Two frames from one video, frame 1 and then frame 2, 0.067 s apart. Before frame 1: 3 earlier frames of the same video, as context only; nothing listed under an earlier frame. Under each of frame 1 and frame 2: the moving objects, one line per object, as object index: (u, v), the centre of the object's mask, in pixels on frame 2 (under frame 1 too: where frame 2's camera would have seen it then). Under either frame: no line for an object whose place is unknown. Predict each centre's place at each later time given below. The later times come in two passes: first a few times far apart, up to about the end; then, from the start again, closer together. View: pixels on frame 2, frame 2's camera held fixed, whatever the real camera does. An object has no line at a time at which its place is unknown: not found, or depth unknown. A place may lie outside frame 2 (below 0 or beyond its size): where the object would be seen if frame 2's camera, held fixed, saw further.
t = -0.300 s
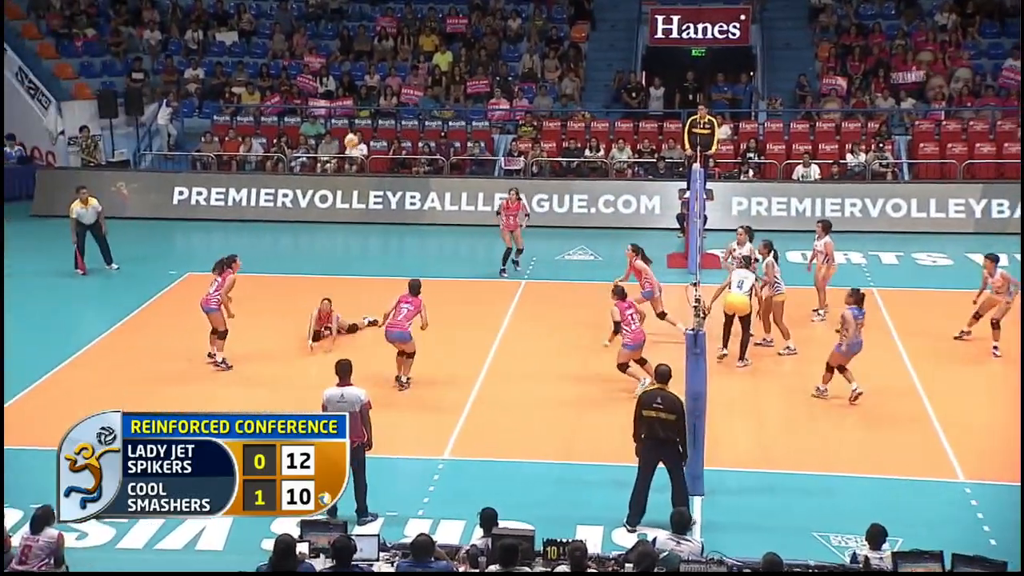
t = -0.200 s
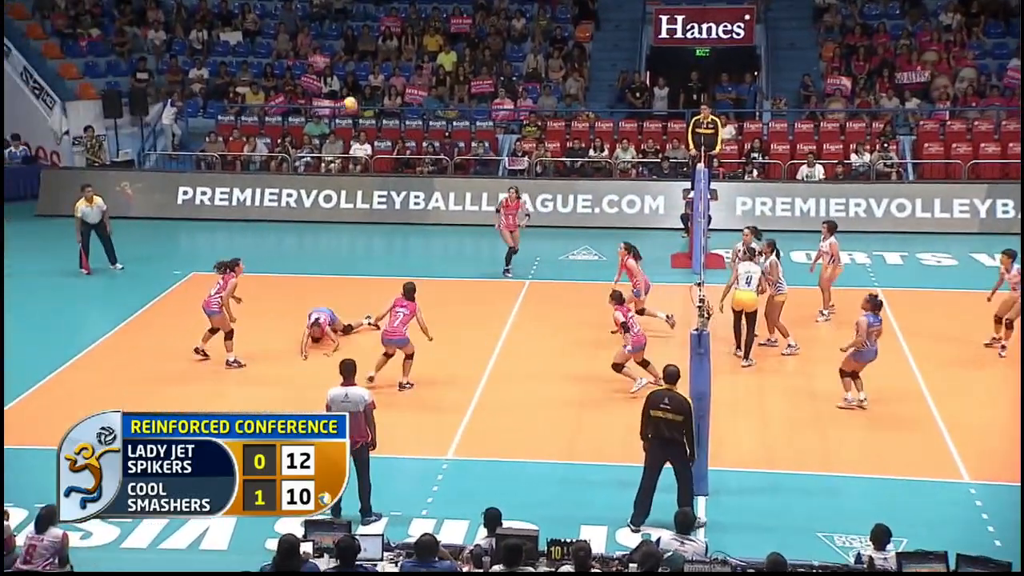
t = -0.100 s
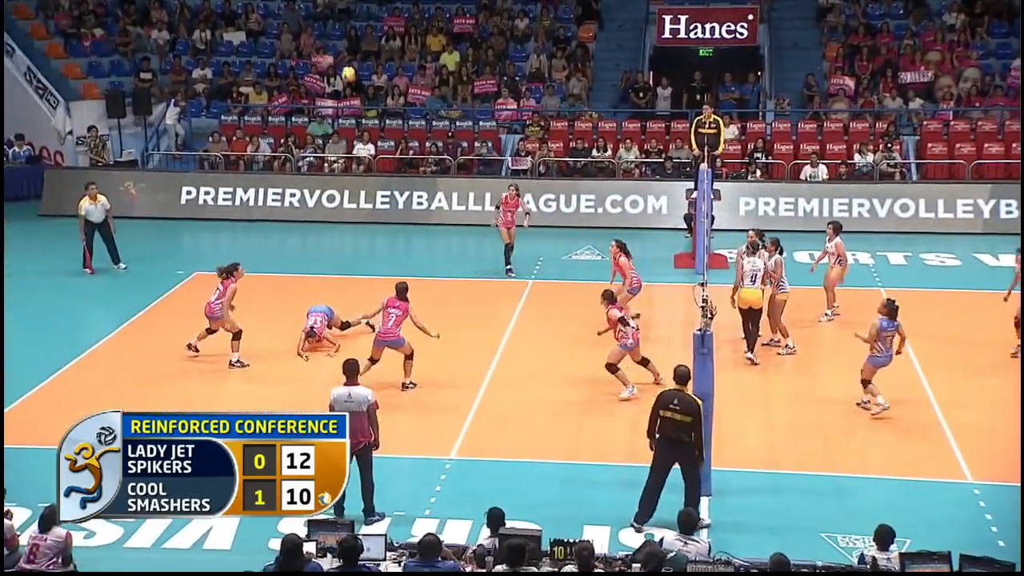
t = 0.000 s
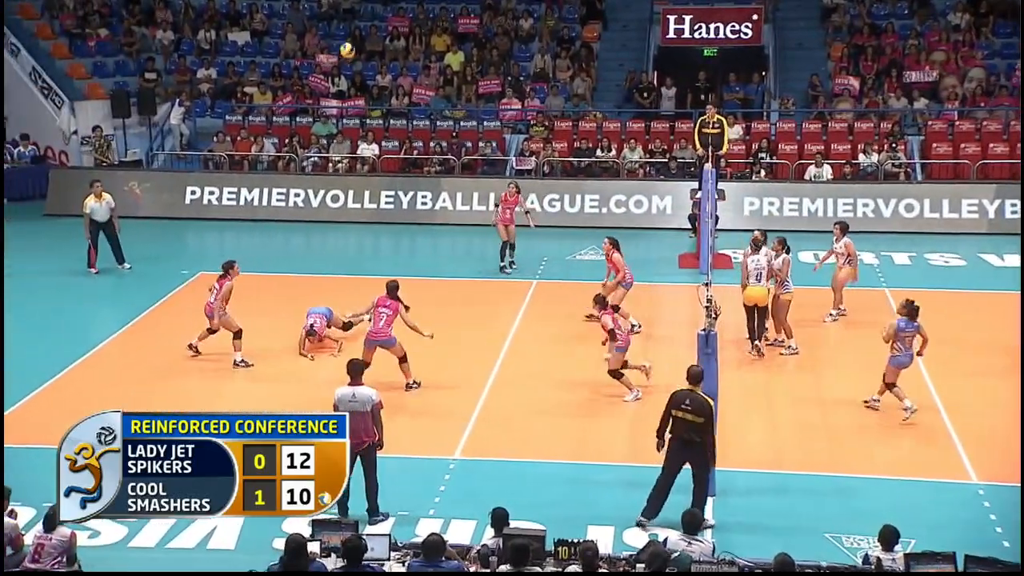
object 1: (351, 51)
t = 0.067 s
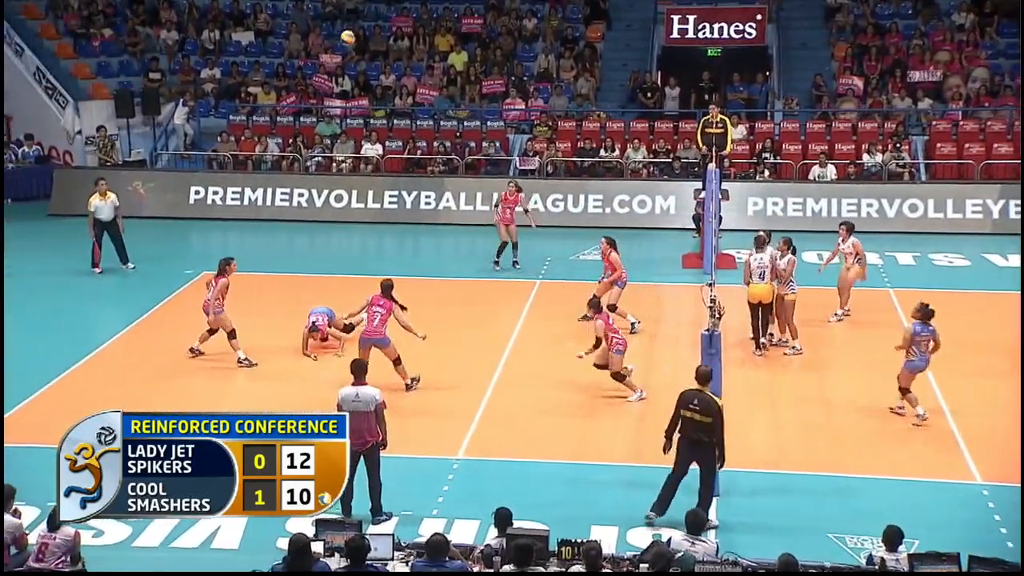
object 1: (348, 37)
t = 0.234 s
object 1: (339, 21)
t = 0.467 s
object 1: (329, 30)
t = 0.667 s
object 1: (321, 68)
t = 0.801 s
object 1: (316, 108)
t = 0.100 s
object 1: (345, 32)
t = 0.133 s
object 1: (344, 29)
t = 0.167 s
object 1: (343, 26)
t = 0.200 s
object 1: (341, 23)
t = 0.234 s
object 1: (339, 21)
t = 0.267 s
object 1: (338, 20)
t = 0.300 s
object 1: (336, 20)
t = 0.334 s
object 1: (335, 20)
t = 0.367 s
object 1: (333, 21)
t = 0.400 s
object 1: (332, 24)
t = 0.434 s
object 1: (330, 27)
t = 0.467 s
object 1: (329, 30)
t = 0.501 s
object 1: (327, 34)
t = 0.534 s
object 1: (326, 40)
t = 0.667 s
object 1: (321, 68)
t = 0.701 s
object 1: (319, 77)
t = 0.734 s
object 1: (319, 86)
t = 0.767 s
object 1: (317, 98)
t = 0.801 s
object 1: (316, 108)
